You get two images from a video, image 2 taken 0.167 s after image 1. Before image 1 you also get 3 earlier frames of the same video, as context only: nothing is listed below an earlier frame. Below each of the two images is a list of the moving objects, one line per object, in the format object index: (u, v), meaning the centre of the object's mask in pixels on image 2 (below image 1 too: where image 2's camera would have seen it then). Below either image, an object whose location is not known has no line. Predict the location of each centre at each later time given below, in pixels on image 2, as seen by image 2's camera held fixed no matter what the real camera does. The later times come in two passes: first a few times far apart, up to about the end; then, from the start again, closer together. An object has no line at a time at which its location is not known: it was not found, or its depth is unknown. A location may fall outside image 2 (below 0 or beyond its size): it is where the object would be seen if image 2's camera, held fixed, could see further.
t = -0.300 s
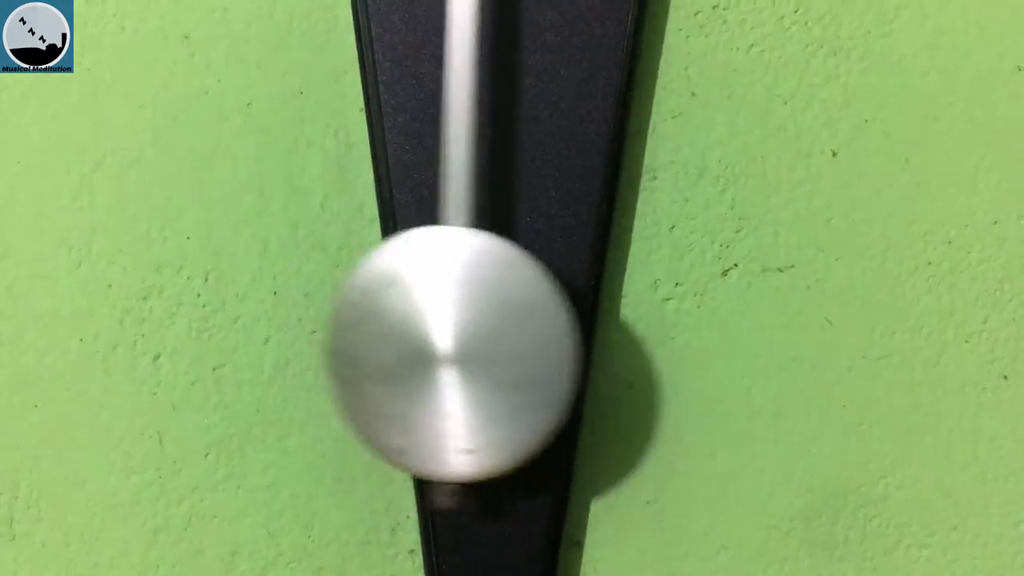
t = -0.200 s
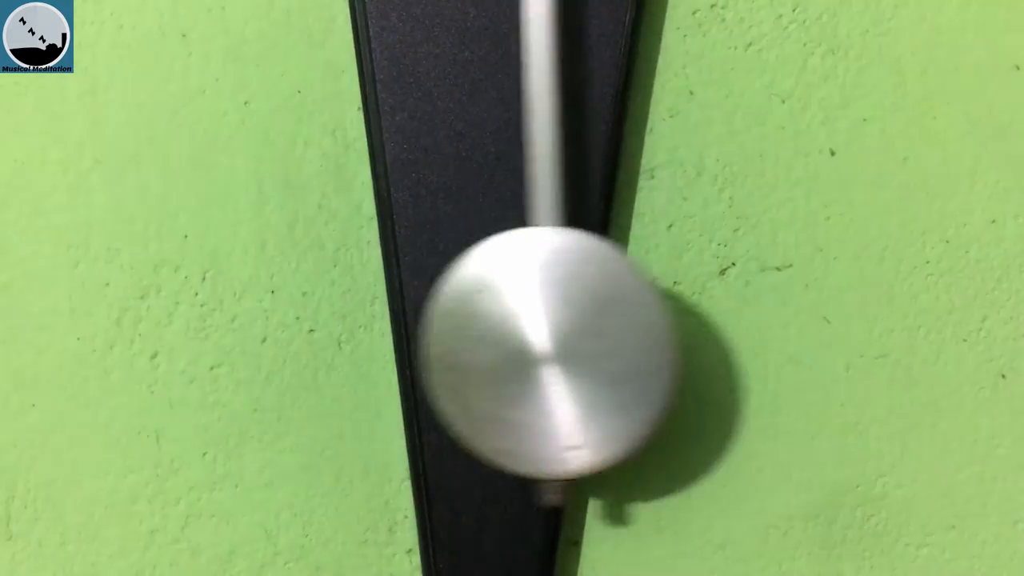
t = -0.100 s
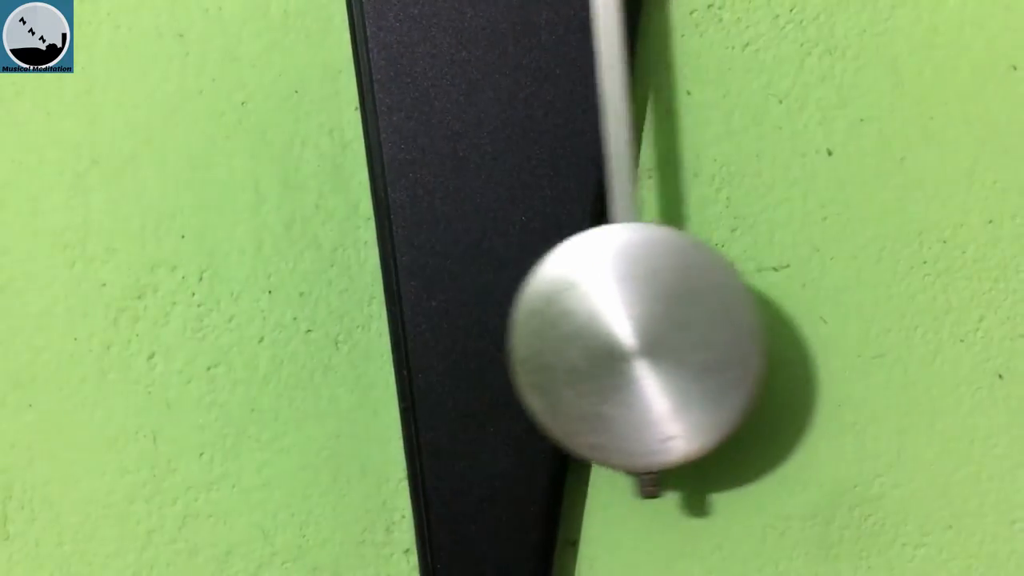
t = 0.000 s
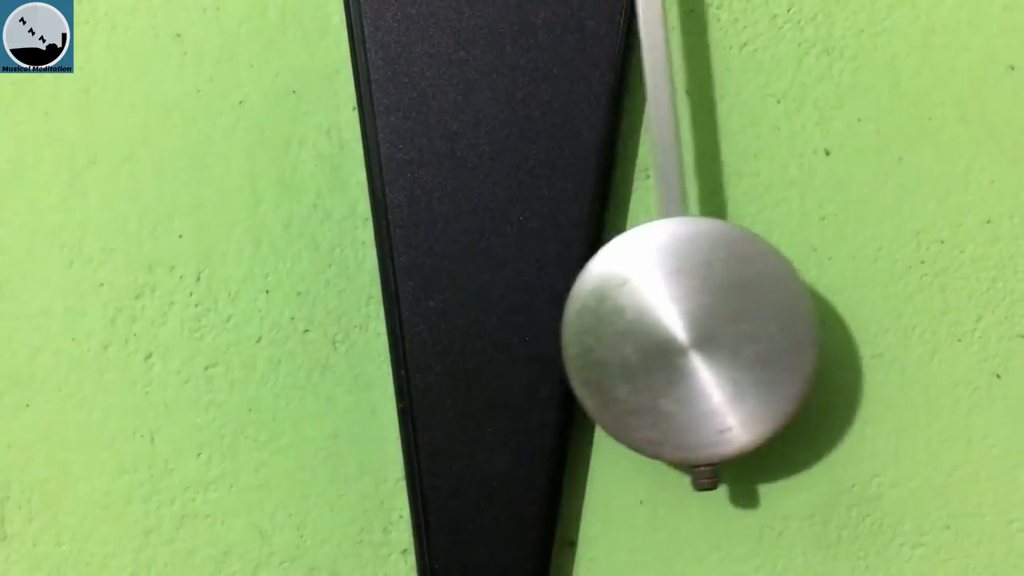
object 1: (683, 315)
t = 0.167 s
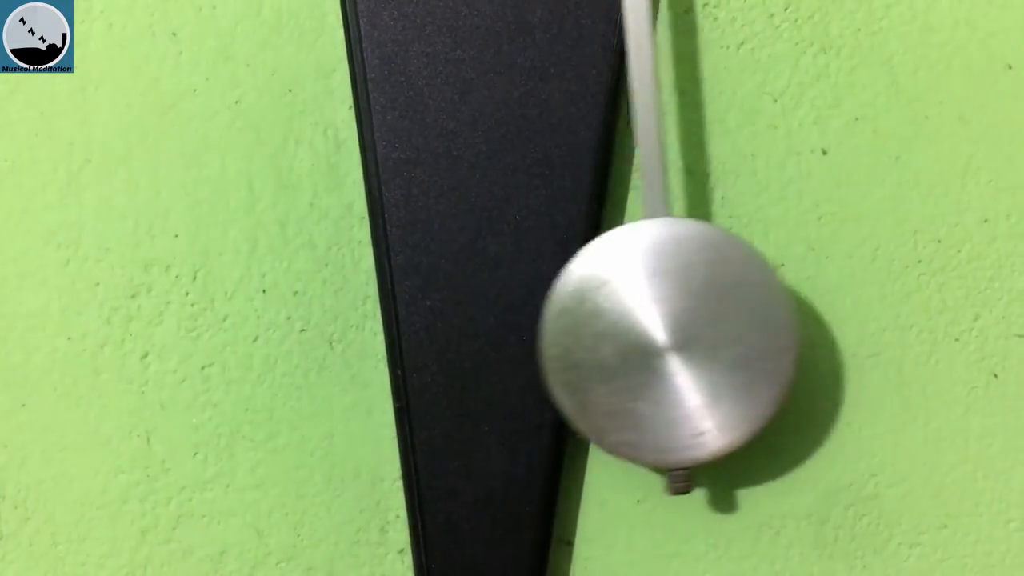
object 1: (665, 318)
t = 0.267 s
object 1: (591, 319)
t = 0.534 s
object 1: (349, 321)
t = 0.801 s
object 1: (373, 319)
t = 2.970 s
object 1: (330, 319)
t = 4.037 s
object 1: (385, 320)
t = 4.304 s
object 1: (368, 323)
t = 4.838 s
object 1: (670, 323)
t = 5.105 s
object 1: (477, 322)
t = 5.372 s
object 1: (335, 322)
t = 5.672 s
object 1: (519, 324)
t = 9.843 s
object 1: (454, 319)
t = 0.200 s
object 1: (644, 319)
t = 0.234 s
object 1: (620, 319)
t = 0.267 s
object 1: (591, 319)
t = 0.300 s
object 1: (560, 319)
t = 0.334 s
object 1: (528, 321)
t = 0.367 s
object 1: (497, 320)
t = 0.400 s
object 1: (464, 320)
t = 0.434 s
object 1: (432, 320)
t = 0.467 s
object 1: (400, 320)
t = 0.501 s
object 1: (373, 320)
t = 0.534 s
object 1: (349, 321)
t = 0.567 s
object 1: (331, 321)
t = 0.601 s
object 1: (318, 320)
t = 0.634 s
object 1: (311, 320)
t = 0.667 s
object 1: (311, 319)
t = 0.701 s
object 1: (318, 320)
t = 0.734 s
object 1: (330, 320)
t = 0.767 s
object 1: (349, 319)
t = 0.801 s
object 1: (373, 319)
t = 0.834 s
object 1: (400, 318)
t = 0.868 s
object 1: (430, 317)
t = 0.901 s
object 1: (463, 317)
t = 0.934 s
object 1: (495, 318)
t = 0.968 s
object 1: (526, 319)
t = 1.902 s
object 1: (336, 317)
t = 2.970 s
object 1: (330, 319)
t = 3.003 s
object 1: (325, 320)
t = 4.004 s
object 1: (410, 320)
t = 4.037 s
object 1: (385, 320)
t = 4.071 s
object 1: (364, 321)
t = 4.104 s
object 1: (347, 322)
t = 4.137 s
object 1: (336, 323)
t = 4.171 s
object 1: (331, 323)
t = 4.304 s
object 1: (368, 323)
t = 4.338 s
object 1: (390, 324)
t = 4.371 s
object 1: (415, 324)
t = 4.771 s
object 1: (681, 322)
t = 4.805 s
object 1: (678, 322)
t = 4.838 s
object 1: (670, 323)
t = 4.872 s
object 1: (656, 323)
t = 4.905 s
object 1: (637, 323)
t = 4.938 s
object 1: (615, 323)
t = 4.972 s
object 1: (590, 322)
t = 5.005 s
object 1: (562, 323)
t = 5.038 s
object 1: (533, 323)
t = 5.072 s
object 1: (505, 322)
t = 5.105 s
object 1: (477, 322)
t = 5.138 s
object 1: (449, 321)
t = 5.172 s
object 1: (421, 320)
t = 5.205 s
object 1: (396, 320)
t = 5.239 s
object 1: (375, 320)
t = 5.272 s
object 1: (357, 322)
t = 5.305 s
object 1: (344, 322)
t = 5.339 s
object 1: (337, 322)
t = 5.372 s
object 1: (335, 322)
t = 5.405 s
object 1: (339, 322)
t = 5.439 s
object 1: (349, 322)
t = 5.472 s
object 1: (363, 323)
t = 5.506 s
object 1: (383, 323)
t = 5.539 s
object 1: (407, 323)
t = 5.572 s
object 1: (433, 323)
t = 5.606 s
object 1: (462, 319)
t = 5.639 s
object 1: (491, 324)
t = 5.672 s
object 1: (519, 324)
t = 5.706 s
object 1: (550, 322)
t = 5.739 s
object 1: (578, 322)
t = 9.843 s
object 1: (454, 319)
